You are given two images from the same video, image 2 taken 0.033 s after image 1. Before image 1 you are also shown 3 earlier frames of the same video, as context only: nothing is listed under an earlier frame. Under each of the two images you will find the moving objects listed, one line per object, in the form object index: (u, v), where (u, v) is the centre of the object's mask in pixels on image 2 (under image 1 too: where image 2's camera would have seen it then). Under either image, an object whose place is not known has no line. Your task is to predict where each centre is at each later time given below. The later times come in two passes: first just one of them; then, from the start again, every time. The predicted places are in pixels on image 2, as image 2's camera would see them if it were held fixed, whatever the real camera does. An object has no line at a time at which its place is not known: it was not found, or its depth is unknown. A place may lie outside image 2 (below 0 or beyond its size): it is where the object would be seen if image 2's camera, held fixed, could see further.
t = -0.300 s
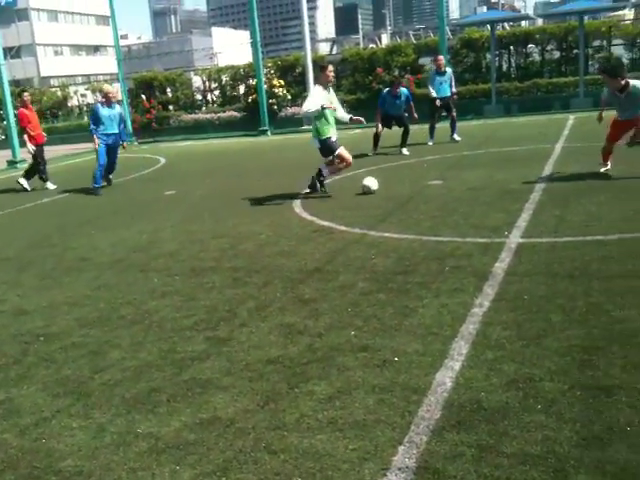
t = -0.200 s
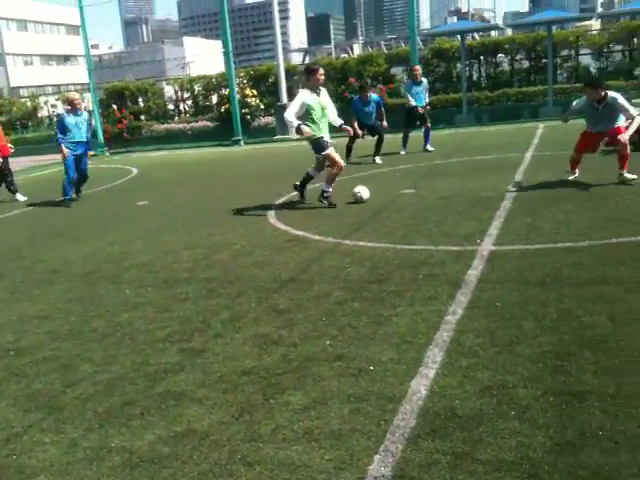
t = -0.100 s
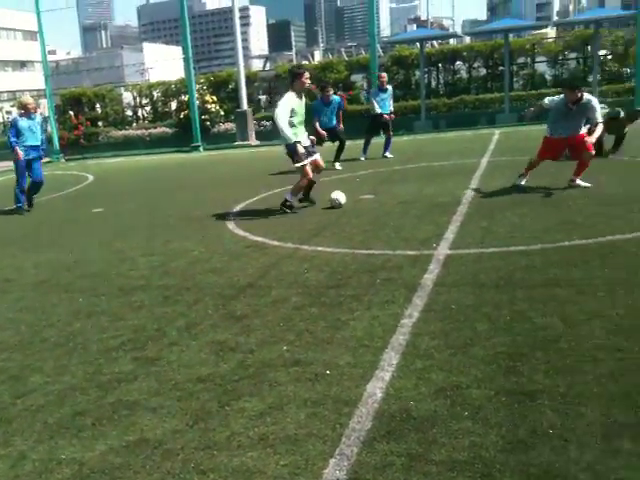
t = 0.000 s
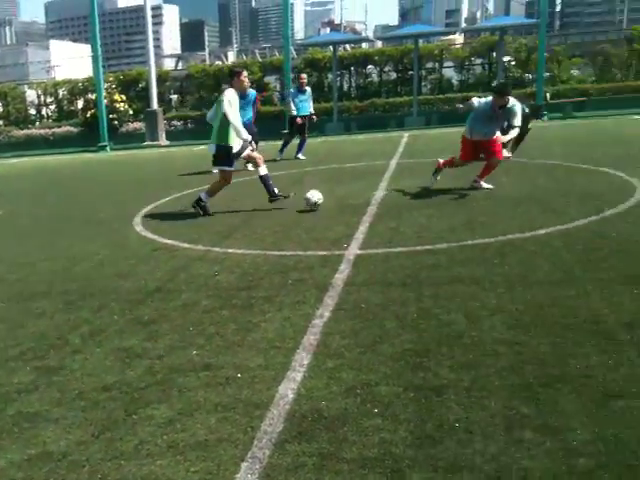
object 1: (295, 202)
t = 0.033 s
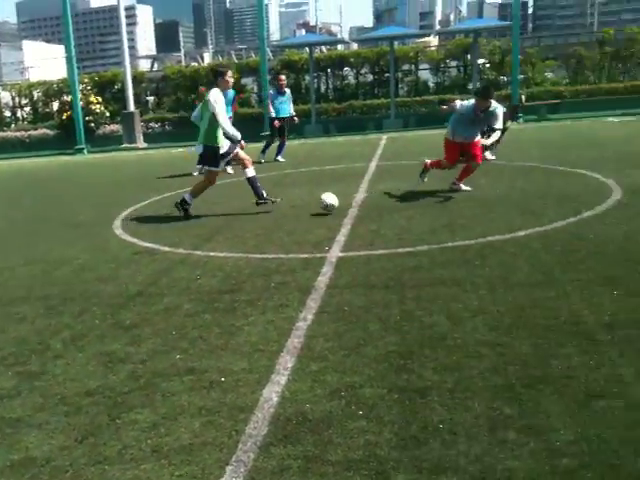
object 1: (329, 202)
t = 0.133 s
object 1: (441, 207)
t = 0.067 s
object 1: (363, 202)
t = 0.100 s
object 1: (402, 204)
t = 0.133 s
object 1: (441, 207)
